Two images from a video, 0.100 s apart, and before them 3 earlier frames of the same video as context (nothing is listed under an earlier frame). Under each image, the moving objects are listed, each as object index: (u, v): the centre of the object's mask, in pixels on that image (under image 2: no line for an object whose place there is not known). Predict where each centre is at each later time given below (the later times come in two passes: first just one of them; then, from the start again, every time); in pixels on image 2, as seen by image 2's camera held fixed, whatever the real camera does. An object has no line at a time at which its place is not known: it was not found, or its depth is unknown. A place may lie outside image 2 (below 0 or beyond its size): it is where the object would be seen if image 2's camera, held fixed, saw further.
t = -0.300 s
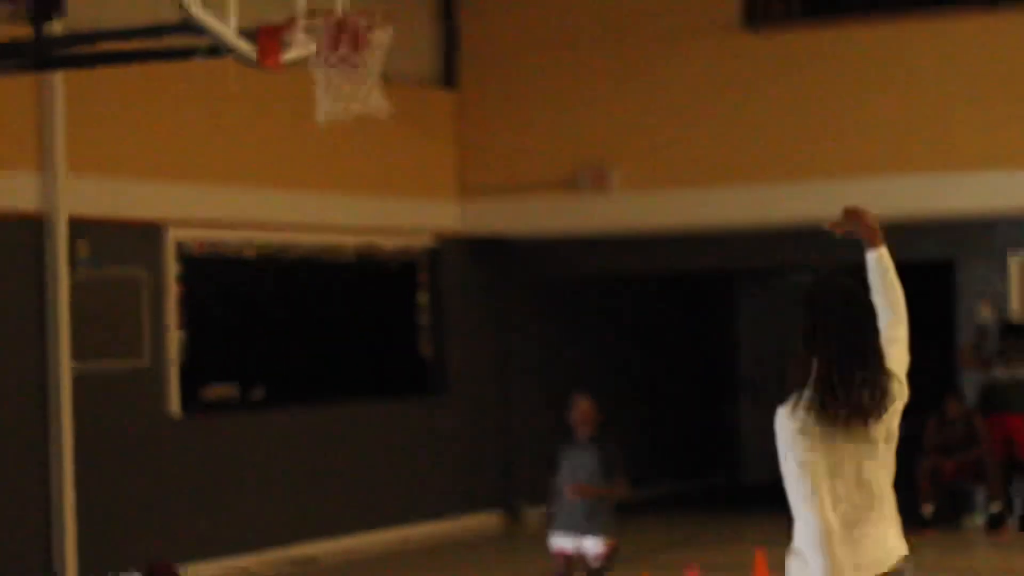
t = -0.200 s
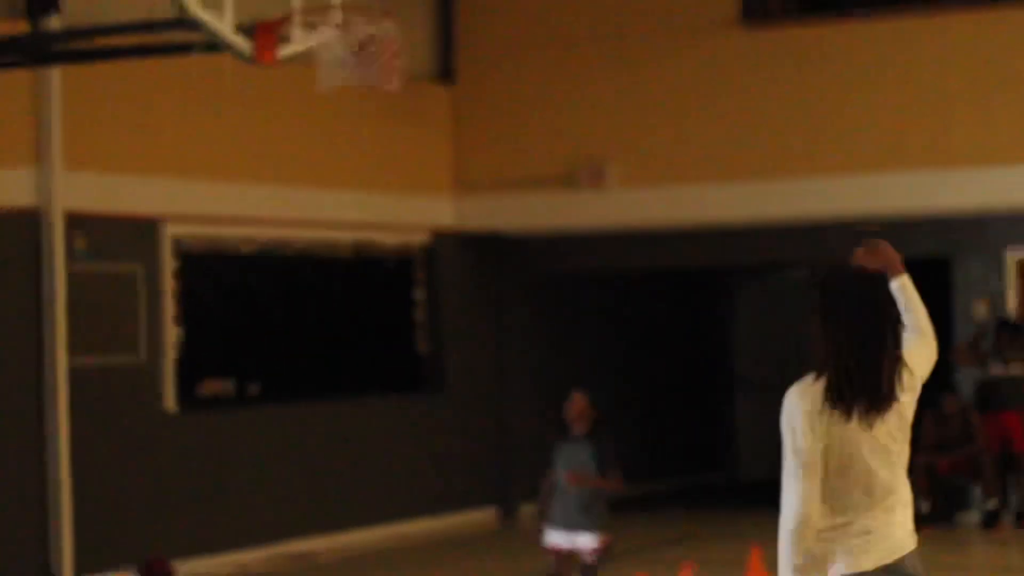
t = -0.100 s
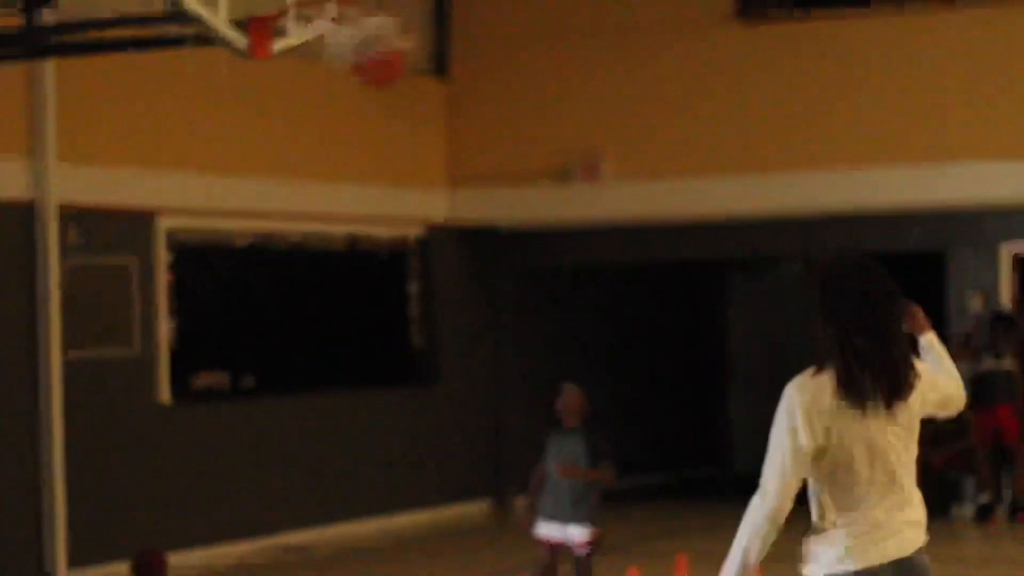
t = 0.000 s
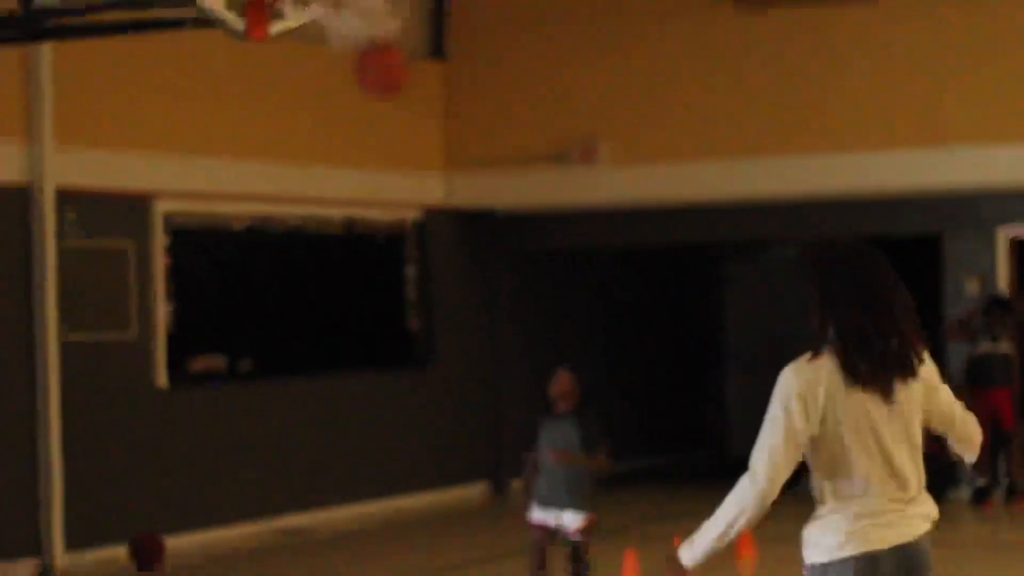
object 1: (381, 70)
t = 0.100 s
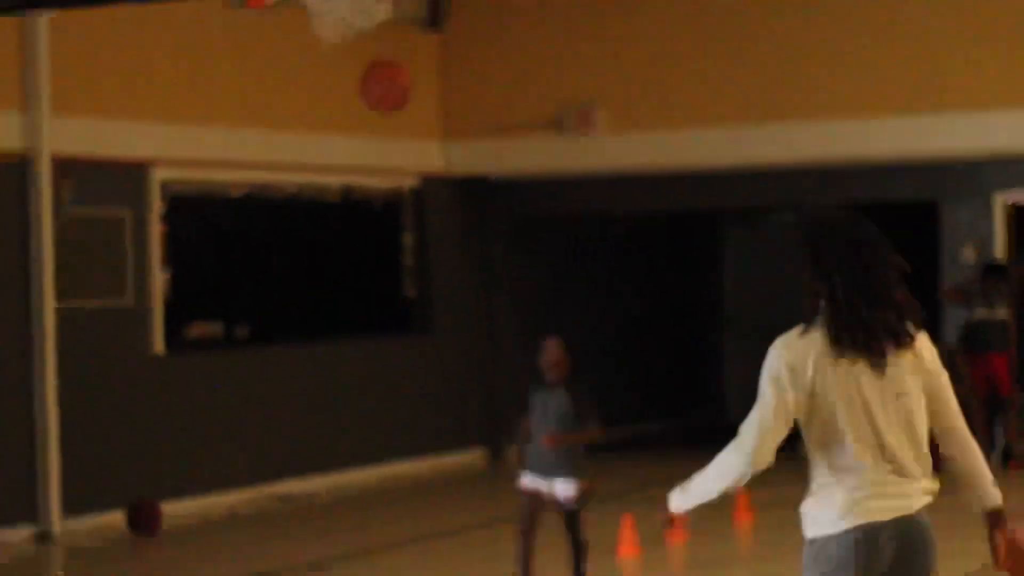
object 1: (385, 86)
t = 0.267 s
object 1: (401, 218)
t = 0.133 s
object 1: (390, 107)
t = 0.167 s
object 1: (392, 130)
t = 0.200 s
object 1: (396, 157)
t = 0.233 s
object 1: (398, 187)
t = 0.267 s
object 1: (401, 218)
